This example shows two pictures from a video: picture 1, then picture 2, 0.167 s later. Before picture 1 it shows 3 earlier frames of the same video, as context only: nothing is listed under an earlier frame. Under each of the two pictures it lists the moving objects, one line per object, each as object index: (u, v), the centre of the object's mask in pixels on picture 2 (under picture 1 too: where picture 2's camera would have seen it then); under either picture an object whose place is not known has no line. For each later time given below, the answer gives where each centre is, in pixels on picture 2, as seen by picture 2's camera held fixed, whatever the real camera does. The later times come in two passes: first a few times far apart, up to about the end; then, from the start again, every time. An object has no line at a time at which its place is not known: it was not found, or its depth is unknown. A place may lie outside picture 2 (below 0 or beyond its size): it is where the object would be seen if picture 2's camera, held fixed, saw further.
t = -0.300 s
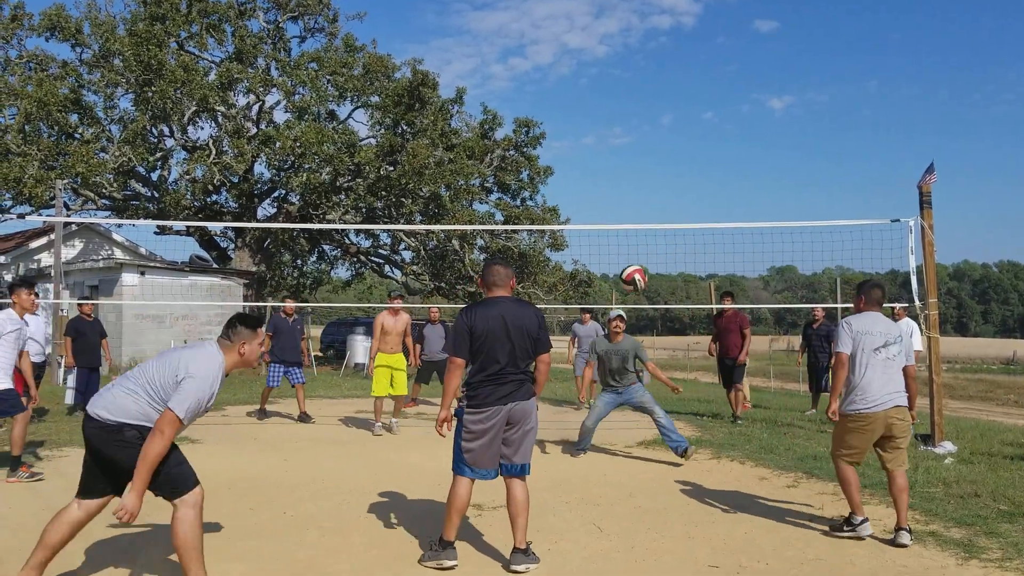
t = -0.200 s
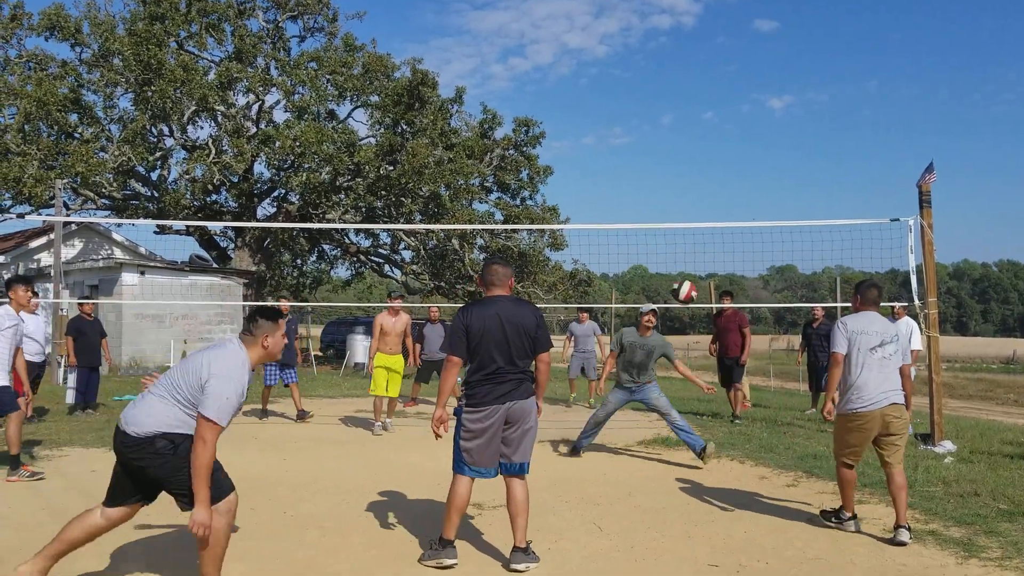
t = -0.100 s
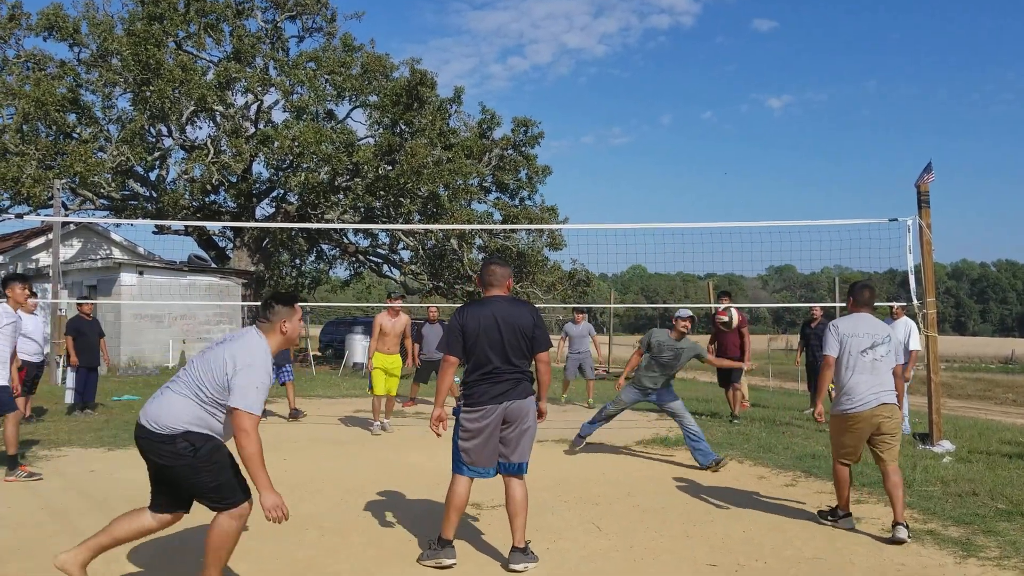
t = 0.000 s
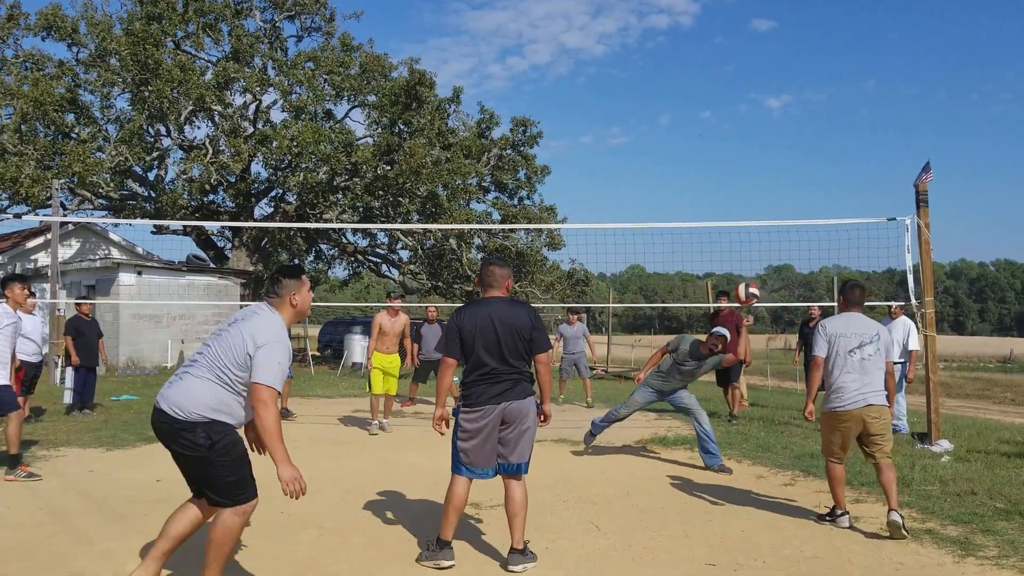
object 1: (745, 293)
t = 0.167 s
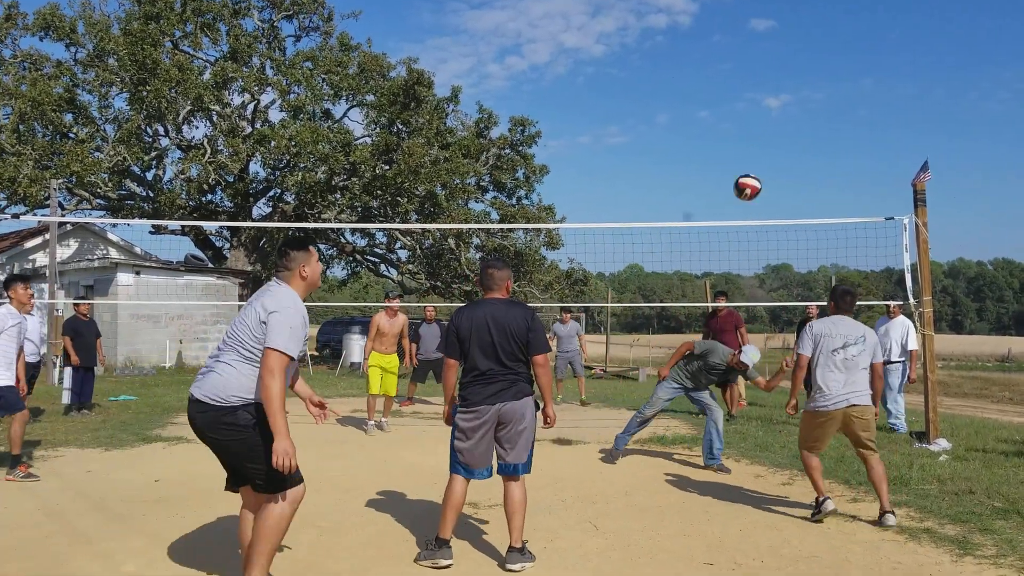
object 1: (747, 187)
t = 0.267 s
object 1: (749, 132)
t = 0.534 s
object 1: (757, 23)
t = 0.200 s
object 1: (748, 168)
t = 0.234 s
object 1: (749, 149)
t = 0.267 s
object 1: (749, 132)
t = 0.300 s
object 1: (750, 115)
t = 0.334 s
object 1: (751, 99)
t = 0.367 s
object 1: (752, 83)
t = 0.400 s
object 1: (753, 69)
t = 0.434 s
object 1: (754, 56)
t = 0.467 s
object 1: (755, 44)
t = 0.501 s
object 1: (756, 33)
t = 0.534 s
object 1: (757, 23)
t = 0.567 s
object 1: (759, 15)
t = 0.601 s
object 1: (759, 10)
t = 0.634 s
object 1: (761, 8)
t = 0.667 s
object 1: (762, 6)
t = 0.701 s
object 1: (763, 6)
